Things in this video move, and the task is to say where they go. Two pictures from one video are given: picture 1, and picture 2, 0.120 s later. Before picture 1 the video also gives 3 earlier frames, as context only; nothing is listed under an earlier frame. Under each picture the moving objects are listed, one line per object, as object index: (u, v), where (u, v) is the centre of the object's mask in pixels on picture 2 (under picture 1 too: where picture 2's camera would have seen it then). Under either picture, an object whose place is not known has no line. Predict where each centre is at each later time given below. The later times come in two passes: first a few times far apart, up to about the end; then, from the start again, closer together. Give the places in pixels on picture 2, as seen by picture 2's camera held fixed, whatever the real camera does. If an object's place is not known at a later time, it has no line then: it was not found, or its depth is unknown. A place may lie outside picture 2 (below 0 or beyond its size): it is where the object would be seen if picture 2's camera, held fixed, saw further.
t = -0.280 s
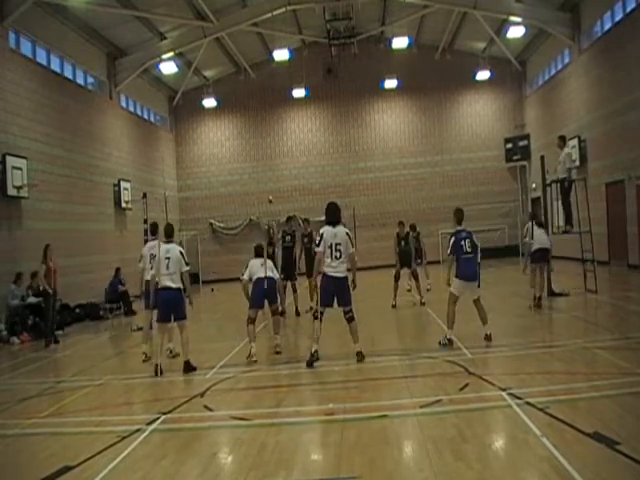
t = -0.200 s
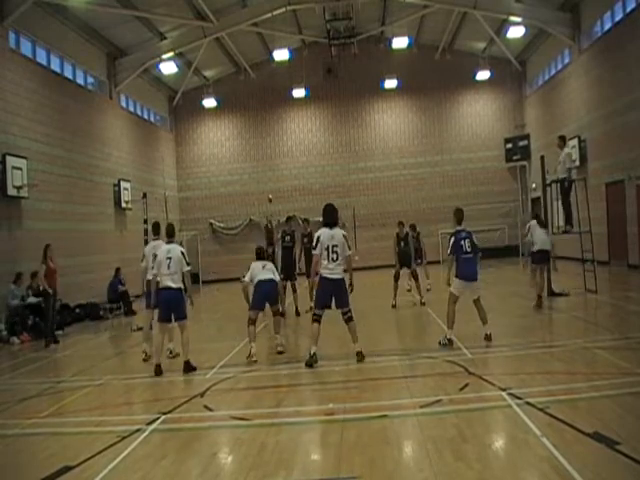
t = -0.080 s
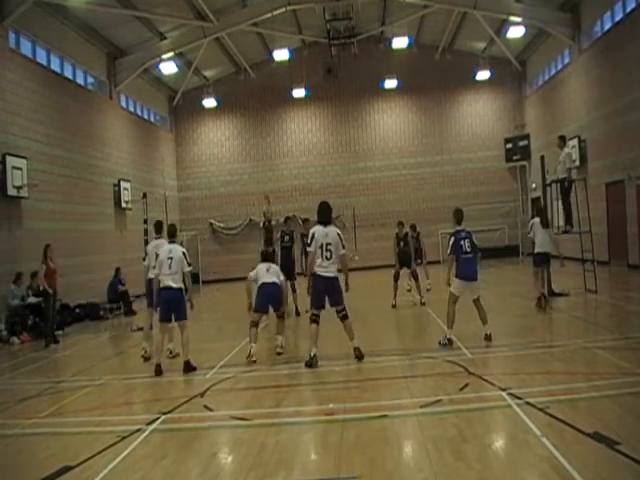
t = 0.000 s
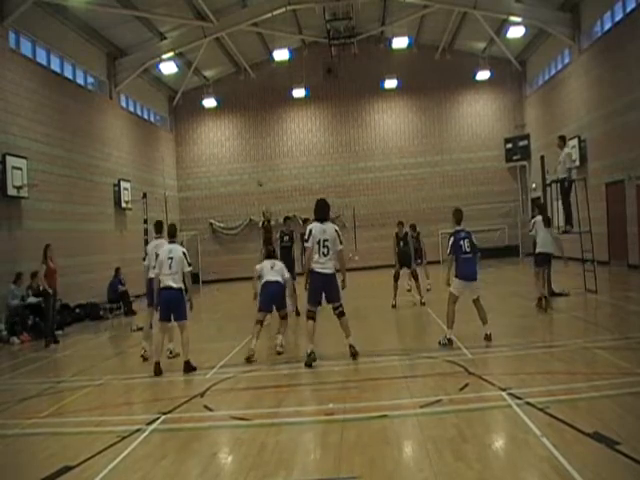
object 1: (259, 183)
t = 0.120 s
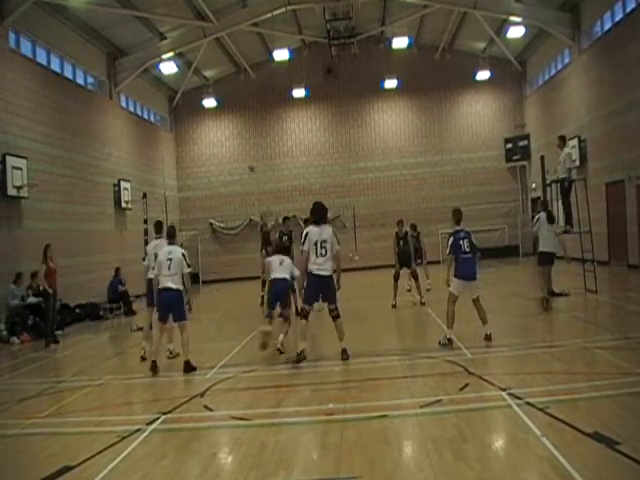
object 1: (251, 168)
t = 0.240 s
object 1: (241, 155)
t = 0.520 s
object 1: (213, 137)
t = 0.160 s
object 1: (248, 164)
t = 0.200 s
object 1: (243, 159)
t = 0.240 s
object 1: (241, 155)
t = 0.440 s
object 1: (222, 138)
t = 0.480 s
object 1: (217, 137)
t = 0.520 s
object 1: (213, 137)
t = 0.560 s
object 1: (208, 138)
